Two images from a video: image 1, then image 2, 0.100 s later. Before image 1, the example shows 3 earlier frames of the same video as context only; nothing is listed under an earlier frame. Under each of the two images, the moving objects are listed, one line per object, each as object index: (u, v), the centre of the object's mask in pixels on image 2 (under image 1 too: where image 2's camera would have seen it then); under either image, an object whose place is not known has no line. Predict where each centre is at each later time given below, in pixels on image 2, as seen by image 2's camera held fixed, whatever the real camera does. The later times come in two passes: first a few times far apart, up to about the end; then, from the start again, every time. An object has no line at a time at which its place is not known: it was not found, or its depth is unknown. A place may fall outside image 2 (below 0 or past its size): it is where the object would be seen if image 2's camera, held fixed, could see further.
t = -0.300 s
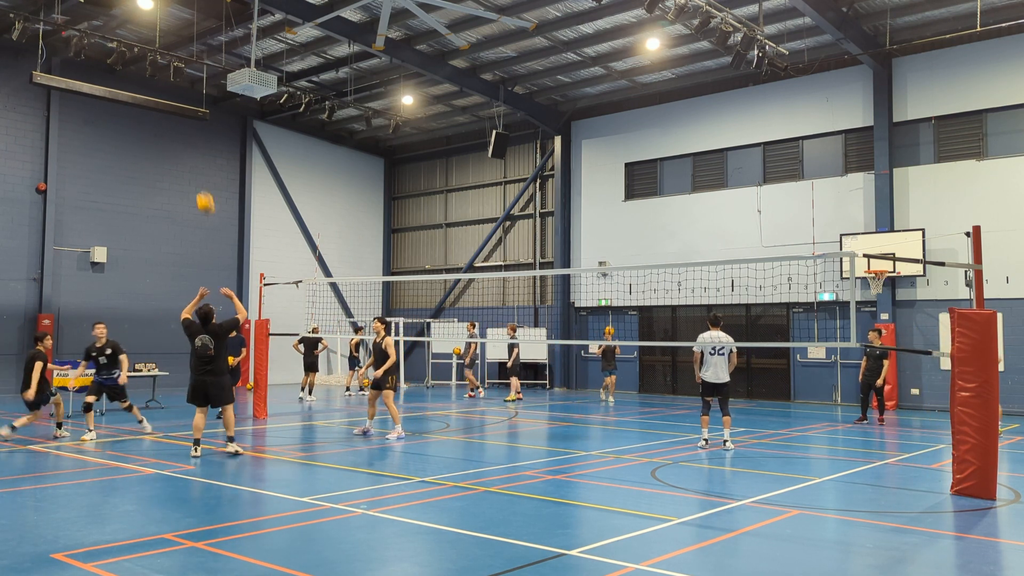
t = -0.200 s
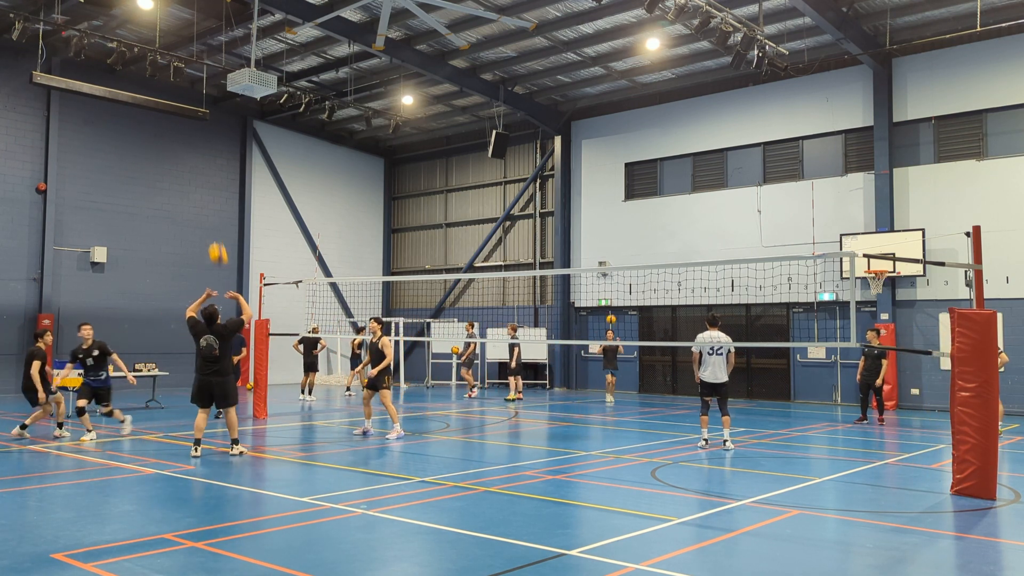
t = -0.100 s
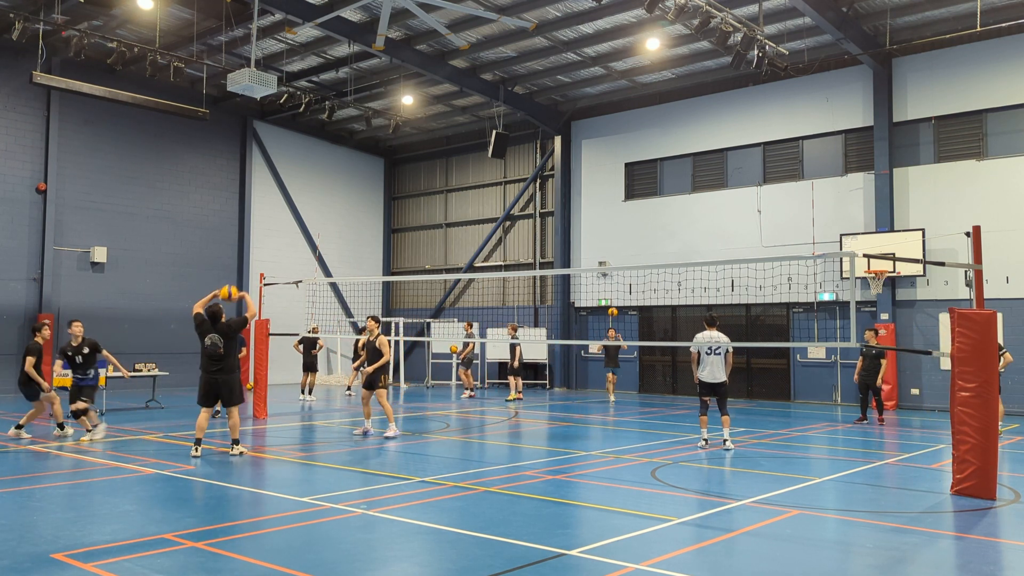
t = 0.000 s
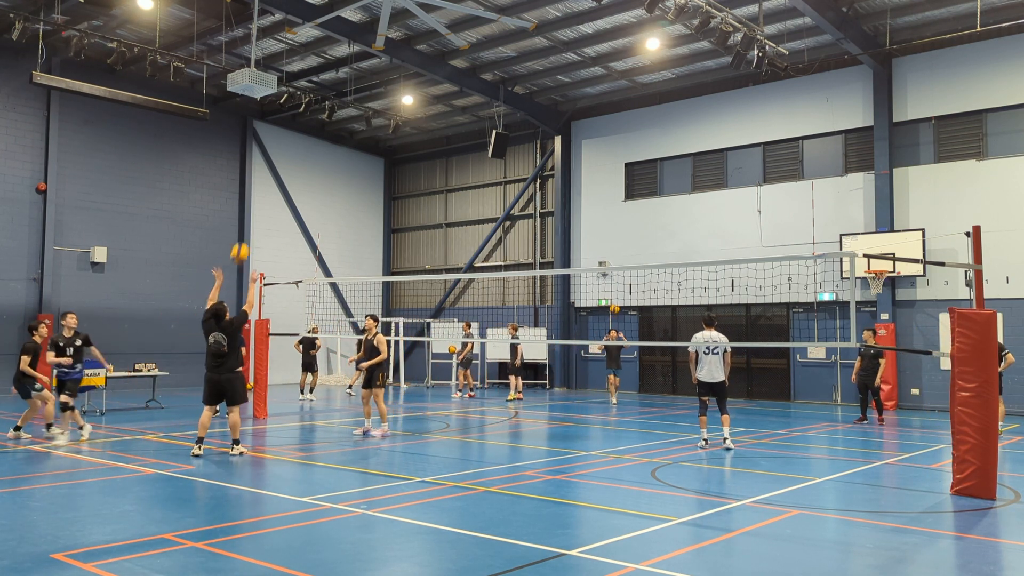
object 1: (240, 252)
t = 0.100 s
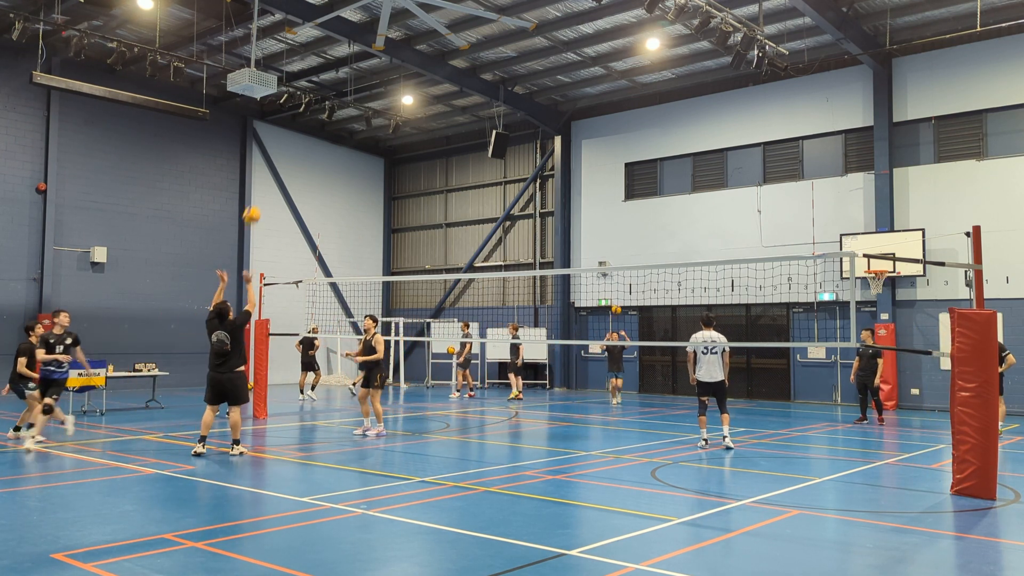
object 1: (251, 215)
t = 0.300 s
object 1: (274, 167)
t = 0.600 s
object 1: (303, 152)
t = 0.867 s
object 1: (326, 188)
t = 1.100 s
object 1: (343, 256)
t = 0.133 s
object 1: (255, 204)
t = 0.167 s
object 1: (260, 195)
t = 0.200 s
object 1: (263, 186)
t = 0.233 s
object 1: (267, 178)
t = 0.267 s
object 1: (271, 172)
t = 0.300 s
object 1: (274, 167)
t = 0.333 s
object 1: (277, 162)
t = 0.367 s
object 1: (281, 158)
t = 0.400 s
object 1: (285, 155)
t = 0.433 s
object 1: (288, 153)
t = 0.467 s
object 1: (291, 151)
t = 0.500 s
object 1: (294, 150)
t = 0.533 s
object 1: (297, 150)
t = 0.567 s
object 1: (300, 150)
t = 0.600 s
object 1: (303, 152)
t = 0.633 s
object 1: (306, 154)
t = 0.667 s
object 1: (309, 157)
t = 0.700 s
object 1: (312, 160)
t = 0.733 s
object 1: (315, 164)
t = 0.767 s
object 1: (318, 170)
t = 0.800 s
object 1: (321, 175)
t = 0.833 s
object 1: (323, 182)
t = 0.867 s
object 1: (326, 188)
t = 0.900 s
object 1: (328, 196)
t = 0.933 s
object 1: (331, 205)
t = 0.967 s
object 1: (333, 214)
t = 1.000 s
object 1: (336, 223)
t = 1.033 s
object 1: (338, 234)
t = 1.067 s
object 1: (341, 244)
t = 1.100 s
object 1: (343, 256)
